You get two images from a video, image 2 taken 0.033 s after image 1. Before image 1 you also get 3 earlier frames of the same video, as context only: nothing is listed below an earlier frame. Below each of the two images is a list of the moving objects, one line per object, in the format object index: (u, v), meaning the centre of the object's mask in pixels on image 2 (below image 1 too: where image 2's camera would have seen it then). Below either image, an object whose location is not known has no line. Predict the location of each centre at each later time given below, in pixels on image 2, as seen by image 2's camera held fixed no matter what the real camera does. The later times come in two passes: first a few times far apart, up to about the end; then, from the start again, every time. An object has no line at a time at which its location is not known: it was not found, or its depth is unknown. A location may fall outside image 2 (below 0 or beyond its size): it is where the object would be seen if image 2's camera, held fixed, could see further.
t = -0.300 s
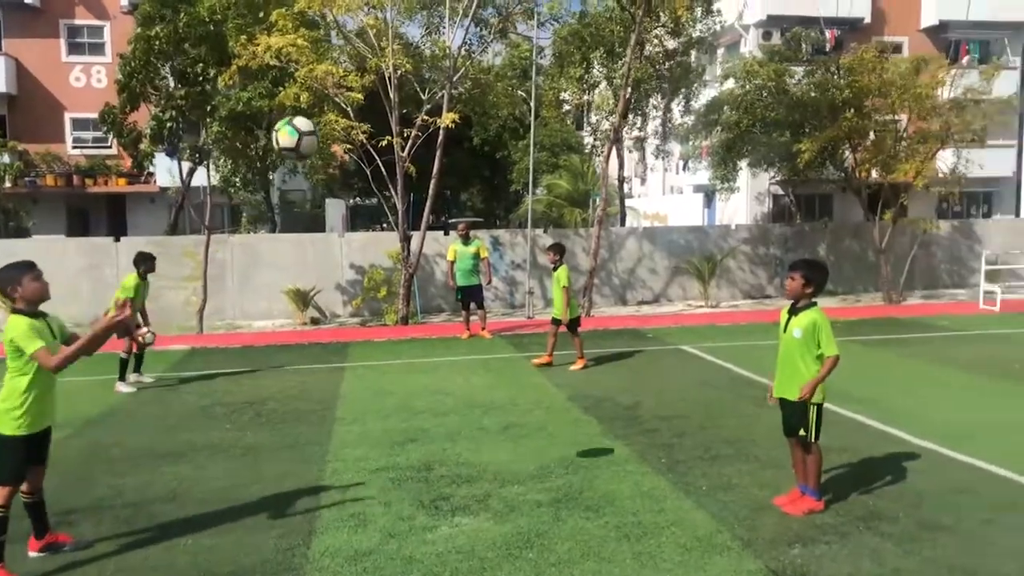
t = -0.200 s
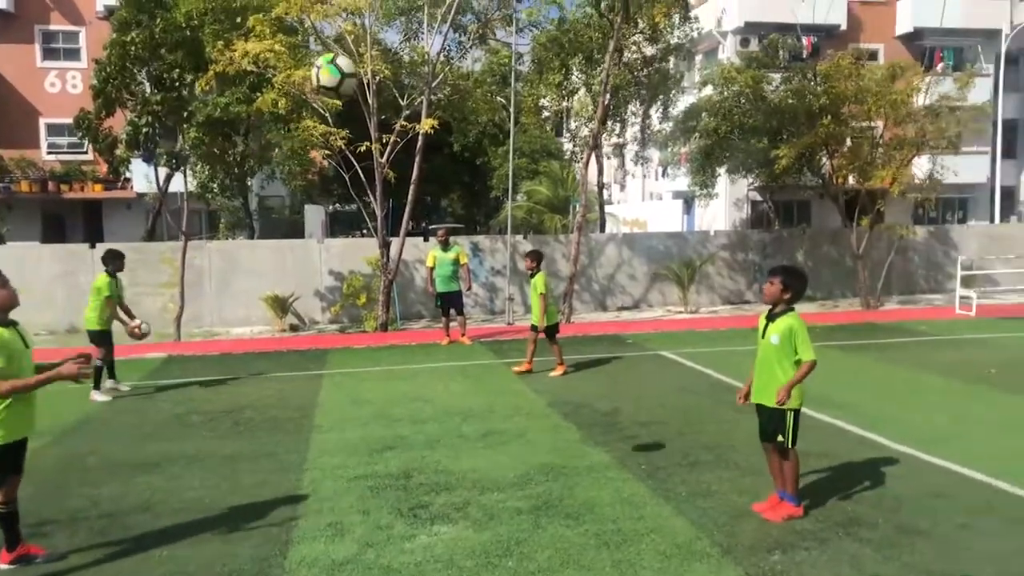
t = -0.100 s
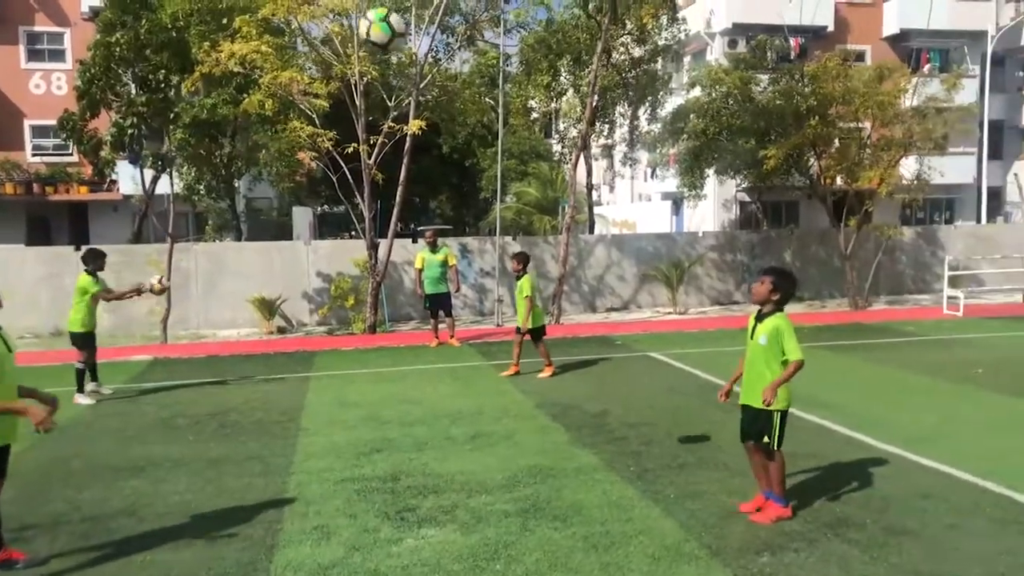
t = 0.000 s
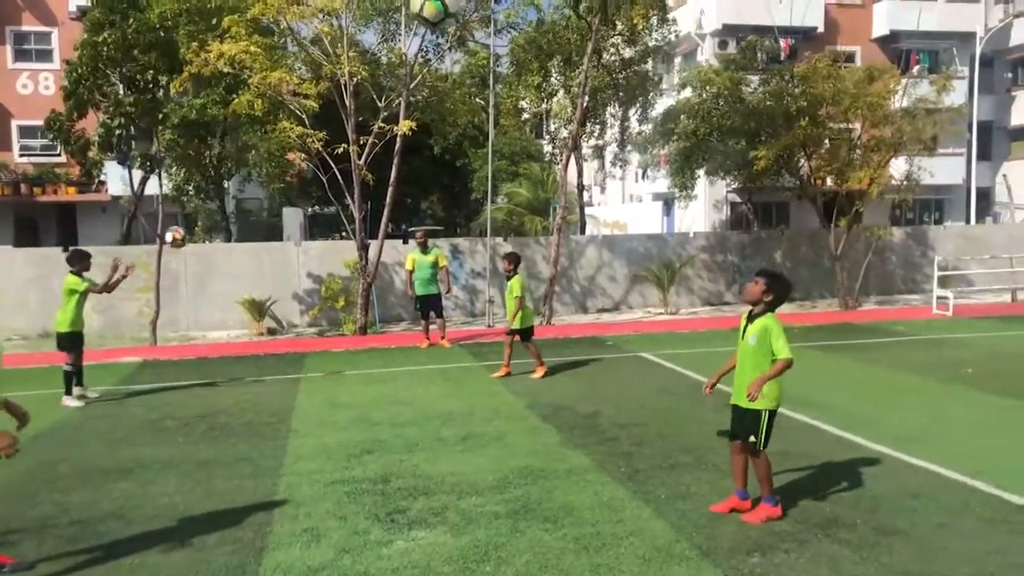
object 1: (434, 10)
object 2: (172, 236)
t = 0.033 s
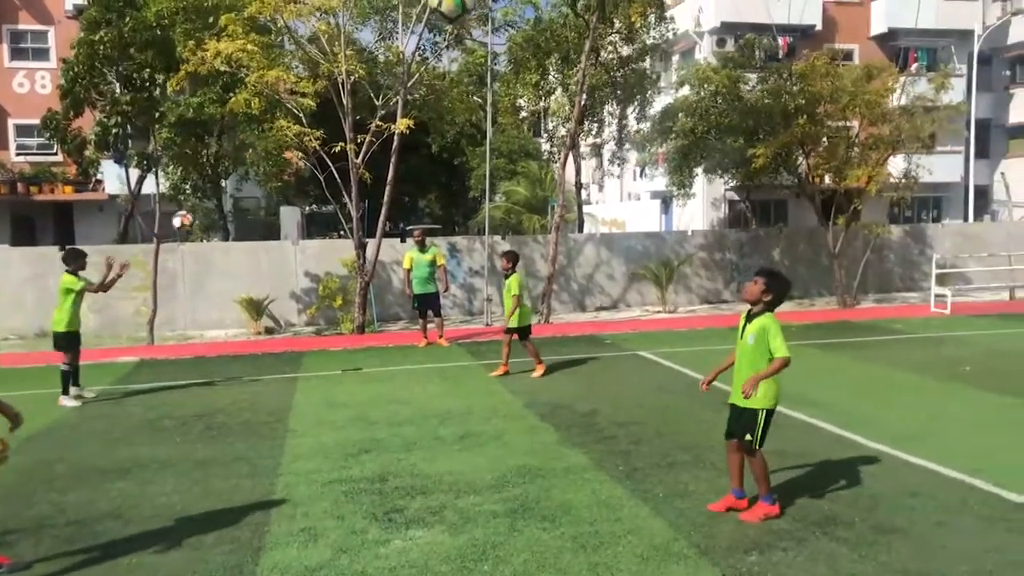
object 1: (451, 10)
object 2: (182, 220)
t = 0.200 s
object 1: (549, 19)
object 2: (233, 169)
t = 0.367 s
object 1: (642, 89)
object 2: (284, 144)
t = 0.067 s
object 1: (471, 8)
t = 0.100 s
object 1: (491, 11)
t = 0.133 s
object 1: (510, 12)
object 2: (212, 185)
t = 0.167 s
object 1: (528, 15)
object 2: (222, 175)
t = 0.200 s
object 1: (549, 19)
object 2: (233, 169)
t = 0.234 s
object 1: (567, 25)
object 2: (243, 161)
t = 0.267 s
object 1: (587, 39)
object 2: (253, 155)
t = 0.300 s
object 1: (606, 53)
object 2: (263, 150)
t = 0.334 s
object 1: (623, 65)
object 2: (273, 146)
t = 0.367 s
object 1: (642, 89)
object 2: (284, 144)
